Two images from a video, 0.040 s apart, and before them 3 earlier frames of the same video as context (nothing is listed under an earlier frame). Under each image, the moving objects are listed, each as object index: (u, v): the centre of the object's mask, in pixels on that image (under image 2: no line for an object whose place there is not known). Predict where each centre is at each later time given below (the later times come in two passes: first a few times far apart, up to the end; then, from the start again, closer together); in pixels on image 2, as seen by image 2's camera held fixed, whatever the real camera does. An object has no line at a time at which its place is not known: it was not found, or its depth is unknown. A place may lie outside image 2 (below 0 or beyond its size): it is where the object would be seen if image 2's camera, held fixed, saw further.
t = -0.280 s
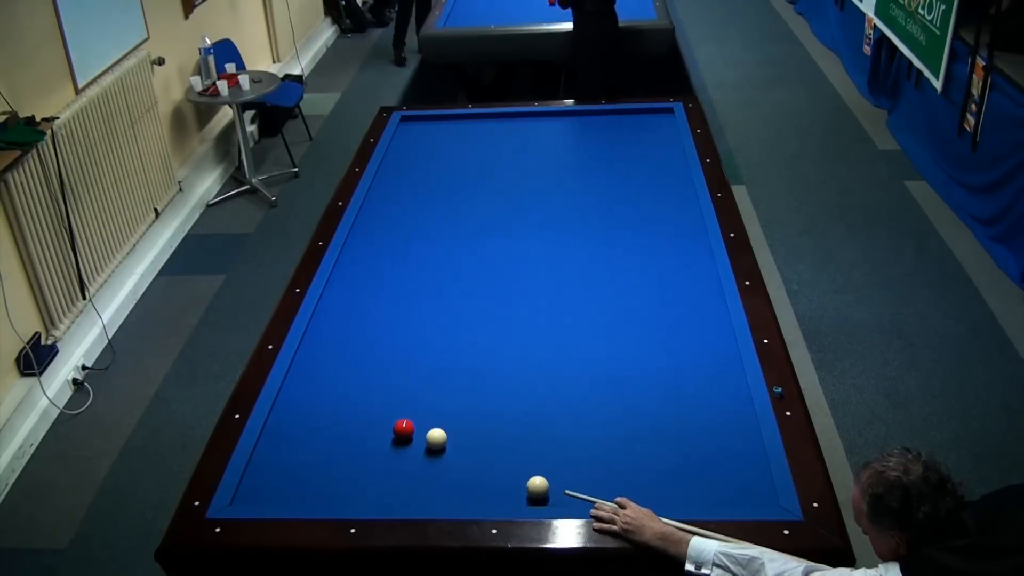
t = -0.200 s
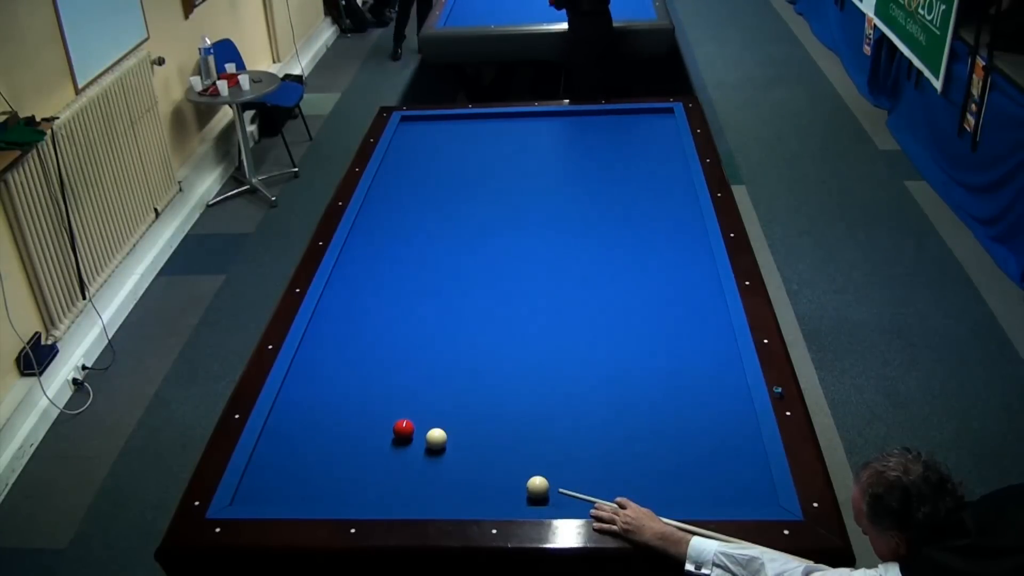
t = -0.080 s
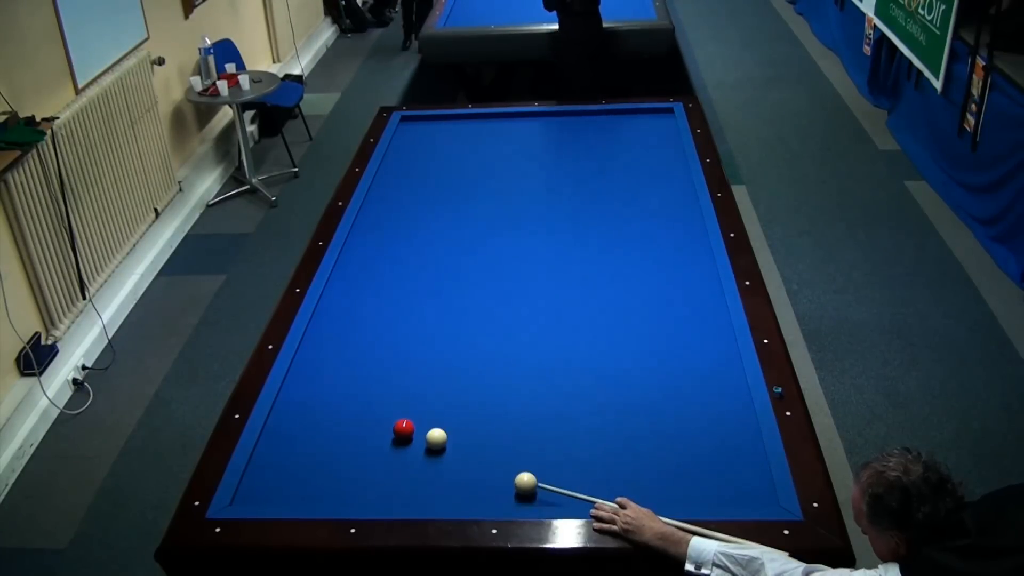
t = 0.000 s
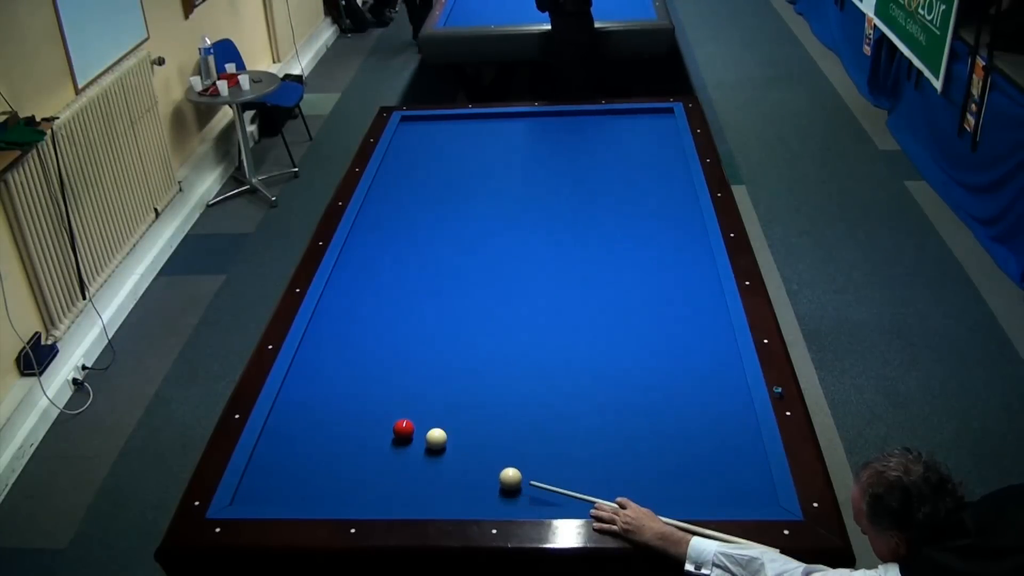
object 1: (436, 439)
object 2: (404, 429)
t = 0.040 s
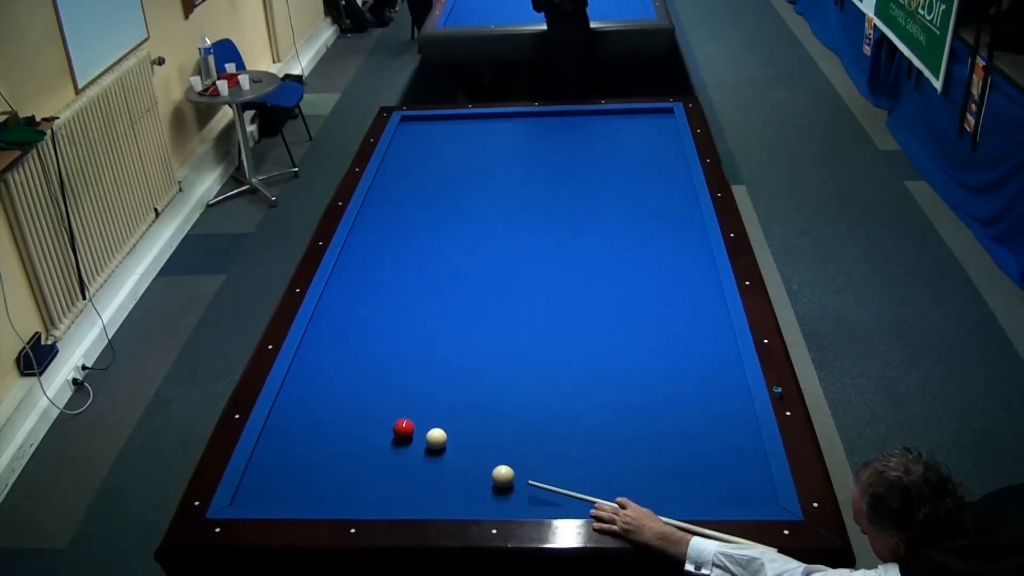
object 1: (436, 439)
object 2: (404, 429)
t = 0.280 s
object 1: (436, 439)
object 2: (404, 429)
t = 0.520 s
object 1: (436, 436)
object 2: (404, 429)
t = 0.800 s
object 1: (437, 428)
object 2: (404, 430)
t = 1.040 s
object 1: (437, 422)
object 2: (404, 429)
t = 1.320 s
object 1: (437, 416)
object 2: (404, 429)
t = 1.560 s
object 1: (438, 411)
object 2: (404, 429)
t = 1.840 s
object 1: (438, 406)
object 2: (404, 429)
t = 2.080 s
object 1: (439, 403)
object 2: (404, 429)
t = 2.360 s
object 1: (440, 400)
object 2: (404, 429)
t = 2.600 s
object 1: (440, 398)
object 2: (404, 429)
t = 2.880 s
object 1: (441, 397)
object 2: (404, 429)
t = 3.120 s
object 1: (441, 396)
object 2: (407, 429)
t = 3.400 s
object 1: (441, 395)
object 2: (417, 430)
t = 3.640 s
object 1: (441, 395)
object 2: (424, 430)
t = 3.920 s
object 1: (441, 395)
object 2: (431, 430)
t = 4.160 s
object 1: (441, 395)
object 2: (437, 429)
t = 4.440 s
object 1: (441, 395)
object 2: (442, 429)
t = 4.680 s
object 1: (441, 395)
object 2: (445, 429)
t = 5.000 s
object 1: (444, 389)
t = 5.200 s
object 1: (441, 395)
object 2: (449, 431)
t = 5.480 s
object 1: (441, 395)
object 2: (450, 431)
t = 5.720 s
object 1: (441, 395)
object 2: (450, 431)
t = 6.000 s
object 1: (441, 395)
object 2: (450, 430)
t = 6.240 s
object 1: (441, 395)
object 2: (450, 430)
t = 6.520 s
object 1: (441, 395)
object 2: (450, 430)
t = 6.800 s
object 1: (441, 395)
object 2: (450, 430)
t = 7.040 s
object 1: (441, 395)
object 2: (450, 431)
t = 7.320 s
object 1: (441, 395)
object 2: (450, 430)
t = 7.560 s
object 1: (441, 395)
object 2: (450, 430)
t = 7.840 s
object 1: (441, 395)
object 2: (450, 430)
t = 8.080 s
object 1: (441, 395)
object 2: (450, 430)
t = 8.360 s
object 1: (441, 395)
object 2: (450, 430)
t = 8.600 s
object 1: (441, 395)
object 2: (450, 430)
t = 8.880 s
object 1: (441, 395)
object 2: (450, 430)
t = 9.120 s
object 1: (441, 395)
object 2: (450, 430)
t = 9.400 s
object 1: (441, 395)
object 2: (450, 430)
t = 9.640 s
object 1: (441, 395)
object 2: (450, 430)
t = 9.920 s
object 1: (441, 395)
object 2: (450, 430)
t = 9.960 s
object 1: (441, 395)
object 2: (450, 430)
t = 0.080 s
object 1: (436, 439)
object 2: (404, 429)
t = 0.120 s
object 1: (436, 439)
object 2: (404, 429)
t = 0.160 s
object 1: (436, 439)
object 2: (404, 429)
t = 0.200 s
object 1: (436, 439)
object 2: (404, 429)
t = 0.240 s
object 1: (436, 439)
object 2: (404, 429)
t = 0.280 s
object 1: (436, 439)
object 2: (404, 429)
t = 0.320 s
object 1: (436, 439)
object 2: (404, 429)
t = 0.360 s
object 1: (436, 439)
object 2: (404, 429)
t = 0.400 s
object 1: (436, 437)
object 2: (404, 429)
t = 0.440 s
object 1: (437, 437)
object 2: (404, 429)
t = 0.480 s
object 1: (437, 436)
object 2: (404, 429)
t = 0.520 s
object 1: (436, 436)
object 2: (404, 429)
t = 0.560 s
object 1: (436, 435)
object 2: (404, 430)
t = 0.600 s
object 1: (437, 434)
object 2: (404, 430)
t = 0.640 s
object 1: (437, 433)
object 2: (404, 430)
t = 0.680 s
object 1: (437, 431)
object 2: (404, 430)
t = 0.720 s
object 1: (437, 430)
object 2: (404, 430)
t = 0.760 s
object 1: (437, 429)
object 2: (404, 430)
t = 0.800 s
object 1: (437, 428)
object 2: (404, 430)
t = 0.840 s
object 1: (437, 427)
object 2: (404, 429)
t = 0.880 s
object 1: (437, 426)
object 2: (404, 429)
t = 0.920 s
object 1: (437, 425)
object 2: (404, 429)
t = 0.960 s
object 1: (437, 424)
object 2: (404, 429)
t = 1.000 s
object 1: (437, 423)
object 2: (404, 429)
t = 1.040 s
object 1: (437, 422)
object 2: (404, 429)
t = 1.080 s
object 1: (437, 421)
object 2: (404, 429)
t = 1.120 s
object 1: (437, 420)
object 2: (404, 429)
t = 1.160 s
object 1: (437, 419)
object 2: (404, 429)
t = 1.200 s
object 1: (437, 418)
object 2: (404, 429)
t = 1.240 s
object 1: (437, 417)
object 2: (404, 429)
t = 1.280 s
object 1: (437, 416)
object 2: (404, 429)
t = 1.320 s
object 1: (437, 416)
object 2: (404, 429)
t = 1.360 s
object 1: (437, 415)
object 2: (404, 429)
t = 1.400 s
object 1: (437, 414)
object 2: (404, 429)
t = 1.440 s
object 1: (438, 413)
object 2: (404, 429)
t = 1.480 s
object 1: (438, 413)
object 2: (404, 429)
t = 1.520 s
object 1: (438, 412)
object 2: (404, 429)
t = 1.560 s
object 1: (438, 411)
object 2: (404, 429)
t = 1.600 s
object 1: (438, 410)
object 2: (404, 429)
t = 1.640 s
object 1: (438, 410)
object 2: (404, 429)
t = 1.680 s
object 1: (438, 409)
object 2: (404, 429)
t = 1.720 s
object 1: (438, 408)
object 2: (404, 429)
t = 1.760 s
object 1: (438, 408)
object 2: (404, 429)
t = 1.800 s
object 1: (438, 407)
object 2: (404, 429)
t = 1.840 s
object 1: (438, 406)
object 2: (404, 429)
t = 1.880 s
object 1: (439, 406)
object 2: (404, 429)
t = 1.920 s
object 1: (439, 405)
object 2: (404, 429)
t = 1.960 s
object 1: (439, 405)
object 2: (404, 429)
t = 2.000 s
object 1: (439, 404)
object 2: (404, 429)
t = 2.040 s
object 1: (439, 404)
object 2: (404, 429)
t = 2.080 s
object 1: (439, 403)
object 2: (404, 429)
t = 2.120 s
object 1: (439, 403)
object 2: (404, 429)
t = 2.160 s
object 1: (439, 402)
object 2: (404, 429)
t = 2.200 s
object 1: (439, 402)
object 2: (404, 429)
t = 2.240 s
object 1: (439, 401)
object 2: (404, 429)
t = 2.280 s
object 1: (440, 401)
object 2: (404, 429)
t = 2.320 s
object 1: (440, 401)
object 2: (404, 429)
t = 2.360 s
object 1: (440, 400)
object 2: (404, 429)
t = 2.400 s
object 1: (440, 400)
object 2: (404, 429)
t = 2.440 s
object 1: (440, 400)
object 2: (404, 429)
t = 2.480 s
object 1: (440, 399)
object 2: (404, 429)
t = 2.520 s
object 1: (440, 399)
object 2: (404, 429)
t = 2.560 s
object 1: (440, 399)
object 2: (404, 429)
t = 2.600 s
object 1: (440, 398)
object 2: (404, 429)
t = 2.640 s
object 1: (440, 398)
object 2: (404, 429)
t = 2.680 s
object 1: (440, 398)
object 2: (404, 429)
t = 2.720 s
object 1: (440, 397)
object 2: (404, 429)
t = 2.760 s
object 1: (440, 397)
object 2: (404, 429)
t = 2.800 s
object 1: (440, 397)
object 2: (404, 429)
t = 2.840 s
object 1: (441, 397)
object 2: (404, 429)
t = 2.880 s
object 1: (441, 397)
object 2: (404, 429)
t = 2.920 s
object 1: (441, 396)
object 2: (404, 429)
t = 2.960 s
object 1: (441, 396)
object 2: (404, 429)
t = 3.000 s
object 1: (441, 396)
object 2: (404, 429)
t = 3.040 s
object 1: (441, 396)
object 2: (404, 429)
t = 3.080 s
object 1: (441, 396)
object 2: (405, 429)
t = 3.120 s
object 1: (441, 396)
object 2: (407, 429)
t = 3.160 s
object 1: (441, 396)
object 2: (408, 429)
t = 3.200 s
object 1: (441, 396)
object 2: (410, 430)
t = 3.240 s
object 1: (441, 396)
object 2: (411, 430)
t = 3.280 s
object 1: (441, 396)
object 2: (412, 430)
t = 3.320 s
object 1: (441, 395)
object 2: (414, 430)
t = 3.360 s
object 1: (441, 395)
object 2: (415, 430)
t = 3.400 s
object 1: (441, 395)
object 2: (417, 430)
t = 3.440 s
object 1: (441, 395)
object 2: (418, 430)
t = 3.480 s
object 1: (441, 395)
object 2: (419, 430)
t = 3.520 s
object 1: (441, 395)
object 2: (420, 430)
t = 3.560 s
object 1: (441, 395)
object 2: (422, 430)
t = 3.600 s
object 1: (441, 395)
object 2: (423, 430)
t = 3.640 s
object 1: (441, 395)
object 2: (424, 430)
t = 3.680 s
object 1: (441, 395)
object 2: (425, 430)
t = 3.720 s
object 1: (441, 395)
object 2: (426, 430)
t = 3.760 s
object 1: (441, 395)
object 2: (427, 430)
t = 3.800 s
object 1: (441, 395)
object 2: (428, 430)
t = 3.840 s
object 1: (441, 395)
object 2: (429, 430)
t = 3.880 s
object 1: (441, 395)
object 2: (430, 430)
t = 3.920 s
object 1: (441, 395)
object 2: (431, 430)
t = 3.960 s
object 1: (441, 395)
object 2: (432, 429)
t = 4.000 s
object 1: (441, 395)
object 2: (433, 429)
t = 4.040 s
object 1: (441, 395)
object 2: (434, 429)
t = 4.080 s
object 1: (441, 395)
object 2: (435, 430)
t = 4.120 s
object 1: (441, 395)
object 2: (436, 430)
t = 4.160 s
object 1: (441, 395)
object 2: (437, 429)
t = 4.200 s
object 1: (441, 395)
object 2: (437, 430)
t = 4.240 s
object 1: (441, 395)
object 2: (438, 429)
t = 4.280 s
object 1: (441, 395)
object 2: (439, 429)
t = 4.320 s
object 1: (441, 395)
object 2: (439, 429)
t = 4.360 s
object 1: (441, 395)
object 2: (440, 429)
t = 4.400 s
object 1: (441, 395)
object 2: (441, 429)
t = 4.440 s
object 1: (441, 395)
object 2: (442, 429)
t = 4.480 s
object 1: (441, 395)
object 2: (442, 429)
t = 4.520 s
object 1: (441, 395)
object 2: (443, 429)
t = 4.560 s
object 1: (441, 395)
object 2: (444, 429)
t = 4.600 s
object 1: (441, 395)
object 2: (444, 429)
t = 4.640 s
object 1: (441, 395)
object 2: (445, 429)
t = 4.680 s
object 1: (441, 395)
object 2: (445, 429)
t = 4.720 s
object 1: (441, 395)
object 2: (446, 430)
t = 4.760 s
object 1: (438, 395)
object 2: (446, 429)
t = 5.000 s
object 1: (444, 389)
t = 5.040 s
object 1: (442, 393)
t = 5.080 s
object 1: (441, 395)
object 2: (452, 427)
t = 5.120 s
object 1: (441, 395)
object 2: (449, 430)
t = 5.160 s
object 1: (441, 395)
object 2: (449, 430)
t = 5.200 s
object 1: (441, 395)
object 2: (449, 431)
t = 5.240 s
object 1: (441, 395)
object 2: (449, 431)
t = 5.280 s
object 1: (441, 395)
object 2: (450, 430)
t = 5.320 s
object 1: (441, 395)
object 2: (450, 430)
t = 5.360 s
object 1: (441, 395)
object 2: (450, 431)
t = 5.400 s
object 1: (441, 395)
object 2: (450, 430)
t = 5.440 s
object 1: (441, 395)
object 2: (450, 431)
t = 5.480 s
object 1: (441, 395)
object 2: (450, 431)
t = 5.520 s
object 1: (441, 395)
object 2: (450, 431)
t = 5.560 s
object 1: (441, 395)
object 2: (450, 431)
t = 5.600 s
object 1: (441, 395)
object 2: (450, 431)
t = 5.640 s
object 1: (441, 395)
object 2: (450, 430)
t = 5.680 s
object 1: (441, 395)
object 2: (450, 431)
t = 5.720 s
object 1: (441, 395)
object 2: (450, 431)
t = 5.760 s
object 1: (441, 395)
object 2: (450, 430)
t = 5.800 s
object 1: (441, 395)
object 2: (450, 431)
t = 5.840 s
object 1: (441, 395)
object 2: (450, 430)
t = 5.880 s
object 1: (441, 395)
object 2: (450, 430)
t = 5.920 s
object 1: (441, 395)
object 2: (450, 430)
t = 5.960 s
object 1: (441, 395)
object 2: (450, 430)
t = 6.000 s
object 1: (441, 395)
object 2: (450, 430)
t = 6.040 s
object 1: (441, 395)
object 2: (450, 430)
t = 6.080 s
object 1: (441, 395)
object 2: (450, 430)
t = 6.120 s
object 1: (441, 395)
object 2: (450, 430)
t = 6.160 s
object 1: (441, 395)
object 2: (450, 430)
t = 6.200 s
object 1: (441, 395)
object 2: (450, 430)
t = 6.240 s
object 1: (441, 395)
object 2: (450, 430)
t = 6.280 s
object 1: (441, 395)
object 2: (450, 430)
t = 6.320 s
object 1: (441, 395)
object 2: (450, 430)
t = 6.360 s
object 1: (441, 395)
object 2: (450, 430)
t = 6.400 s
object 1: (441, 395)
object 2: (450, 430)
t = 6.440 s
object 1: (441, 395)
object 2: (450, 430)
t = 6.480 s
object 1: (441, 395)
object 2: (450, 430)
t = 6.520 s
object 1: (441, 395)
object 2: (450, 430)
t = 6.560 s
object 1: (441, 395)
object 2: (450, 431)
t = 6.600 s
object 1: (441, 395)
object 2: (450, 430)
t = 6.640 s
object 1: (441, 395)
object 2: (450, 430)
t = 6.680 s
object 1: (441, 395)
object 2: (450, 430)
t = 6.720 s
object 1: (441, 395)
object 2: (450, 431)
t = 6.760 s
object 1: (441, 395)
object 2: (450, 431)
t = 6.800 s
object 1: (441, 395)
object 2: (450, 430)
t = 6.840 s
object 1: (441, 395)
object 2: (450, 431)
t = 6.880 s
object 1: (441, 395)
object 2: (450, 430)
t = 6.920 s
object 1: (441, 395)
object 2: (450, 430)
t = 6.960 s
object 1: (441, 395)
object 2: (450, 430)
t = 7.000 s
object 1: (441, 395)
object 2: (450, 430)
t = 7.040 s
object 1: (441, 395)
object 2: (450, 431)
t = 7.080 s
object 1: (441, 395)
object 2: (450, 430)
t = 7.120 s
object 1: (441, 395)
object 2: (450, 430)
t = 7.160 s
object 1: (441, 395)
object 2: (450, 430)
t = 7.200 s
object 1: (441, 395)
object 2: (450, 430)
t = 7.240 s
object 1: (441, 395)
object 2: (450, 430)
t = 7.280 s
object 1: (441, 395)
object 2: (450, 430)
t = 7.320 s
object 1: (441, 395)
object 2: (450, 430)
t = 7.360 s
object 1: (441, 395)
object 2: (450, 430)
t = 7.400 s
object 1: (441, 395)
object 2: (450, 430)
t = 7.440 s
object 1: (441, 395)
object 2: (450, 430)
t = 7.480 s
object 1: (441, 395)
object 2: (450, 430)
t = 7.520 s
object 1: (441, 395)
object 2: (450, 430)
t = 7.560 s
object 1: (441, 395)
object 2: (450, 430)
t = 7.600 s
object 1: (441, 395)
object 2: (450, 430)
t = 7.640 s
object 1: (441, 395)
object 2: (450, 430)
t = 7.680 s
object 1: (441, 395)
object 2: (450, 430)
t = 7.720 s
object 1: (441, 395)
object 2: (450, 430)
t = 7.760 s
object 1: (441, 395)
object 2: (450, 430)
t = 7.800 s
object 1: (441, 395)
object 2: (450, 430)
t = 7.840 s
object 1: (441, 395)
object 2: (450, 430)
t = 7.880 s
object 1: (441, 395)
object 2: (450, 430)
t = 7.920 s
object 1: (441, 395)
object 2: (450, 430)
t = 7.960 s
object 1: (441, 395)
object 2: (450, 430)
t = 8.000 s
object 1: (441, 395)
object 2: (450, 430)
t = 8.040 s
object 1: (441, 395)
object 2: (450, 430)
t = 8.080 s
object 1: (441, 395)
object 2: (450, 430)
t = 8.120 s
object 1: (441, 395)
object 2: (450, 430)
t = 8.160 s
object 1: (441, 395)
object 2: (450, 430)
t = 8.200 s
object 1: (441, 395)
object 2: (450, 430)
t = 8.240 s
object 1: (441, 395)
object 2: (450, 430)
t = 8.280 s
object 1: (441, 395)
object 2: (450, 430)
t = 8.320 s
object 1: (441, 395)
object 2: (450, 430)
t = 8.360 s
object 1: (441, 395)
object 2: (450, 430)
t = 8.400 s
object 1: (441, 395)
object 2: (450, 430)
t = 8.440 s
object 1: (441, 395)
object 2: (450, 430)
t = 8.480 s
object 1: (441, 395)
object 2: (450, 430)
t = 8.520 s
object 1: (441, 395)
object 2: (450, 430)
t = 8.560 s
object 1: (441, 395)
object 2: (450, 430)
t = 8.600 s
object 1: (441, 395)
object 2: (450, 430)
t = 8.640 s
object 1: (441, 395)
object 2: (450, 430)
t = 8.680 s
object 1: (441, 395)
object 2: (450, 430)
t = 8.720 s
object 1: (441, 395)
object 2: (450, 430)
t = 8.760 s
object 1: (441, 395)
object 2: (450, 430)
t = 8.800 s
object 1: (441, 395)
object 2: (450, 430)
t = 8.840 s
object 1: (441, 395)
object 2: (450, 430)
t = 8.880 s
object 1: (441, 395)
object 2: (450, 430)
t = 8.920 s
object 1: (441, 395)
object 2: (450, 430)
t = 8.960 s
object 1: (441, 395)
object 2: (450, 430)
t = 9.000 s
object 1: (441, 395)
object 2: (450, 430)
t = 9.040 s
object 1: (441, 395)
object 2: (450, 430)
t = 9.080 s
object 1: (441, 395)
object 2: (450, 430)
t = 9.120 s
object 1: (441, 395)
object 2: (450, 430)
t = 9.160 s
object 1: (441, 395)
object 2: (450, 430)
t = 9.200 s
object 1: (441, 395)
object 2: (450, 430)
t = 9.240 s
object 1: (441, 395)
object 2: (450, 430)
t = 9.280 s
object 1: (441, 395)
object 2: (450, 430)
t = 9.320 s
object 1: (441, 395)
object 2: (450, 430)
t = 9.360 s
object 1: (441, 395)
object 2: (450, 430)
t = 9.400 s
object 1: (441, 395)
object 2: (450, 430)
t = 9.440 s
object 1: (441, 395)
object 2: (450, 430)
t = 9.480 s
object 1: (441, 395)
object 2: (450, 430)
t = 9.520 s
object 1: (441, 395)
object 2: (450, 430)
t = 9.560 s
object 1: (441, 395)
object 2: (450, 430)
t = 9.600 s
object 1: (441, 395)
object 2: (450, 430)
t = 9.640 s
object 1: (441, 395)
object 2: (450, 430)
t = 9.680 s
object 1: (441, 395)
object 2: (450, 430)
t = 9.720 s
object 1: (441, 395)
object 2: (450, 430)
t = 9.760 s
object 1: (441, 395)
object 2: (450, 430)
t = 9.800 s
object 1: (441, 395)
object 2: (450, 430)
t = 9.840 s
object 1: (441, 395)
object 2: (450, 430)
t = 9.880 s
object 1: (441, 395)
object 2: (450, 430)
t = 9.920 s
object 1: (441, 395)
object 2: (450, 430)
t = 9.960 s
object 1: (441, 395)
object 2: (450, 430)
